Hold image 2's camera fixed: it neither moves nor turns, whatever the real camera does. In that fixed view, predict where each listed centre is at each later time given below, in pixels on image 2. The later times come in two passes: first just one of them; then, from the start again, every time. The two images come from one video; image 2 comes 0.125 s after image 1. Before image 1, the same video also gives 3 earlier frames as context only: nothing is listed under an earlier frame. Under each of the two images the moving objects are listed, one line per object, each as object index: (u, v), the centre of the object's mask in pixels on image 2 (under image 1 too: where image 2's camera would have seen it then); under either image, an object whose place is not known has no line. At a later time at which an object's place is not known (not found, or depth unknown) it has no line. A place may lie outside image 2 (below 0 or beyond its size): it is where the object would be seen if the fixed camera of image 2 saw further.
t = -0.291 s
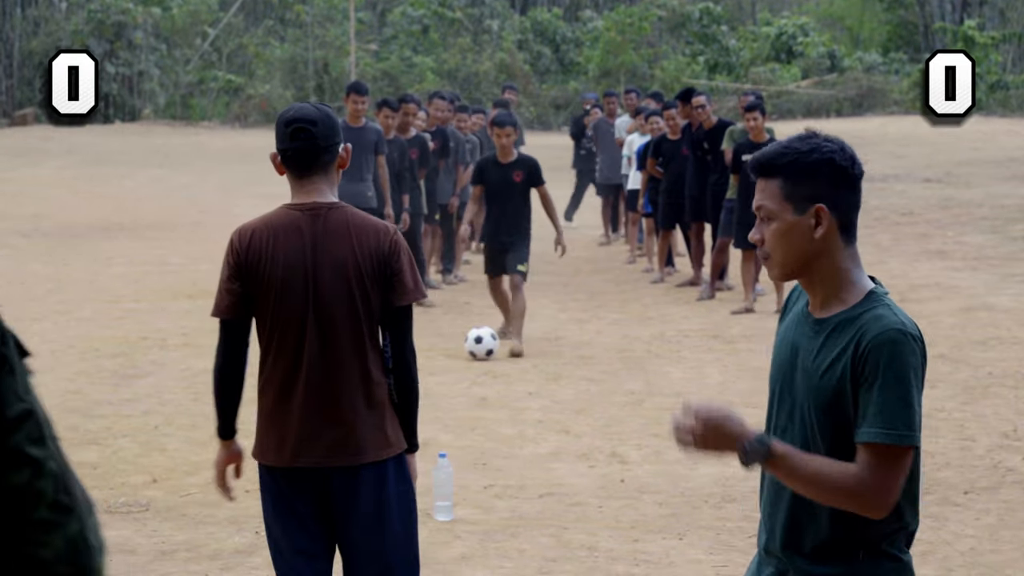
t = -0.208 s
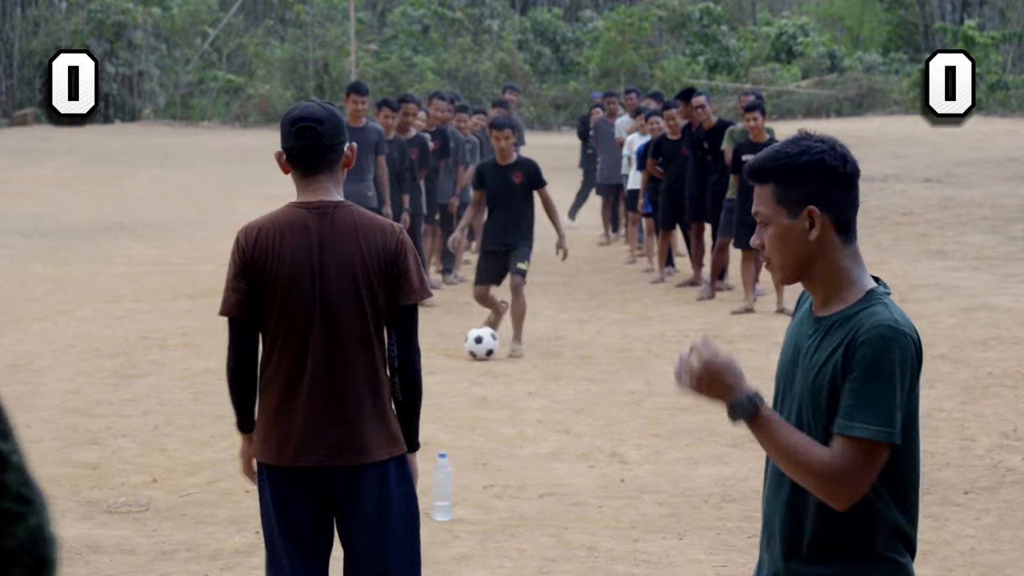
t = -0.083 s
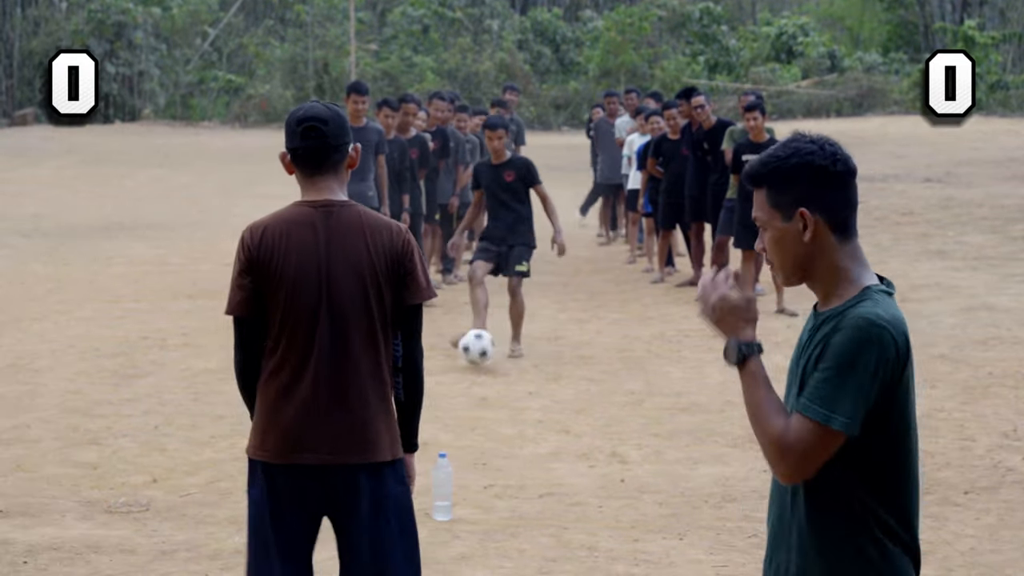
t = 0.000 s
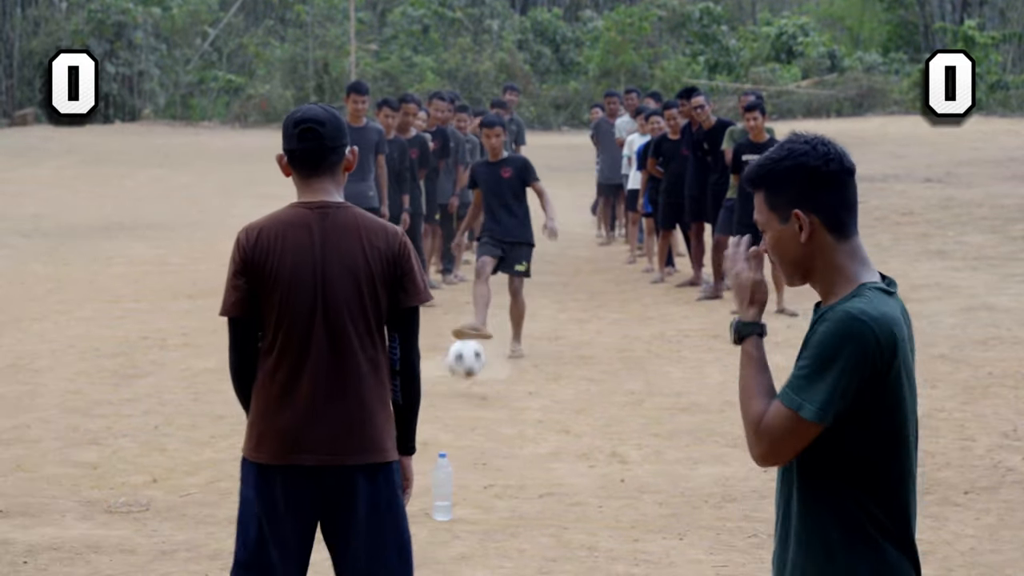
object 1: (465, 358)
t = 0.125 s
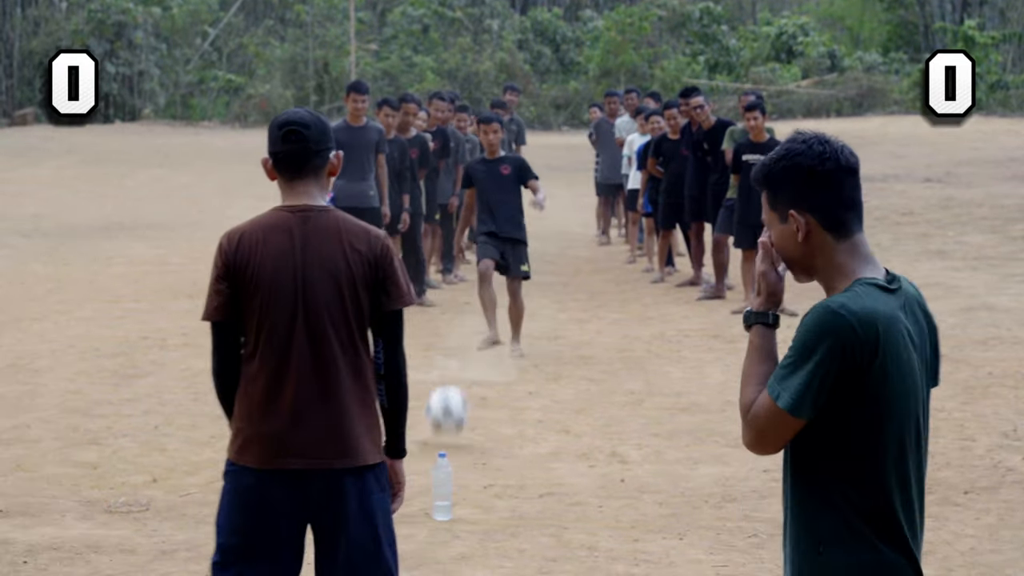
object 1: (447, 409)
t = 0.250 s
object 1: (428, 452)
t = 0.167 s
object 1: (441, 438)
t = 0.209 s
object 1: (435, 447)
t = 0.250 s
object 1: (428, 452)
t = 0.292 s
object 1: (423, 460)
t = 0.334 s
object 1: (416, 463)
